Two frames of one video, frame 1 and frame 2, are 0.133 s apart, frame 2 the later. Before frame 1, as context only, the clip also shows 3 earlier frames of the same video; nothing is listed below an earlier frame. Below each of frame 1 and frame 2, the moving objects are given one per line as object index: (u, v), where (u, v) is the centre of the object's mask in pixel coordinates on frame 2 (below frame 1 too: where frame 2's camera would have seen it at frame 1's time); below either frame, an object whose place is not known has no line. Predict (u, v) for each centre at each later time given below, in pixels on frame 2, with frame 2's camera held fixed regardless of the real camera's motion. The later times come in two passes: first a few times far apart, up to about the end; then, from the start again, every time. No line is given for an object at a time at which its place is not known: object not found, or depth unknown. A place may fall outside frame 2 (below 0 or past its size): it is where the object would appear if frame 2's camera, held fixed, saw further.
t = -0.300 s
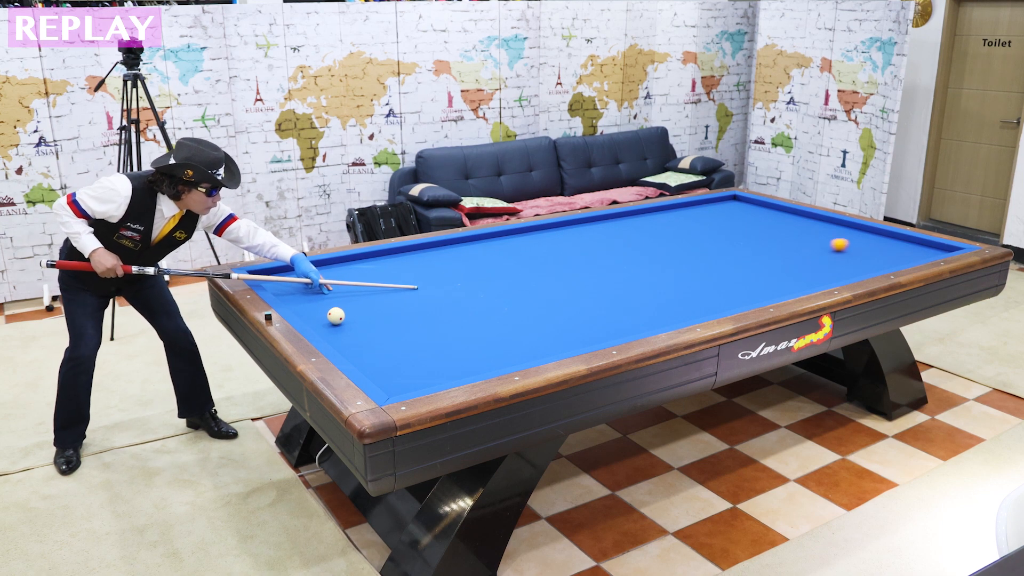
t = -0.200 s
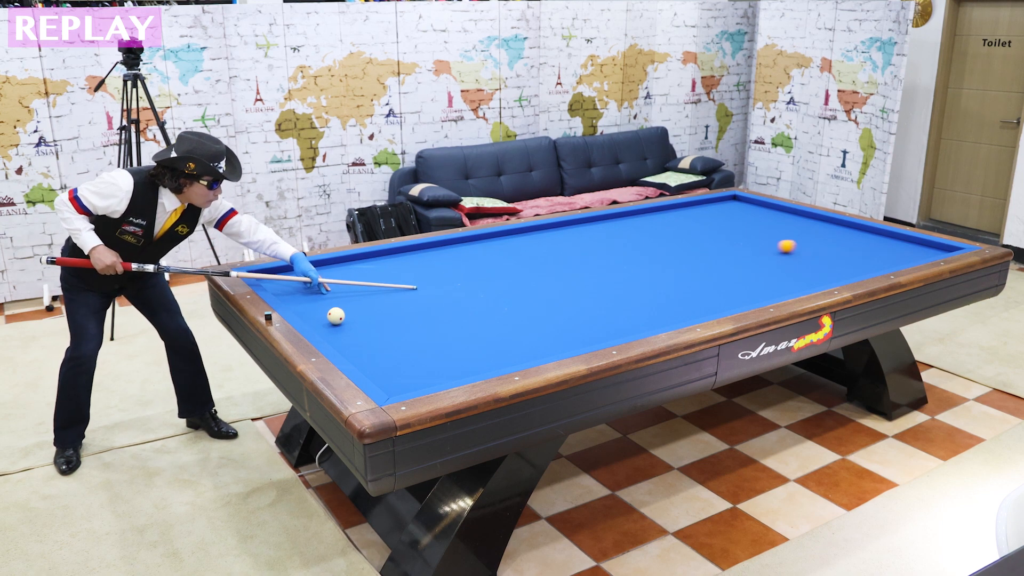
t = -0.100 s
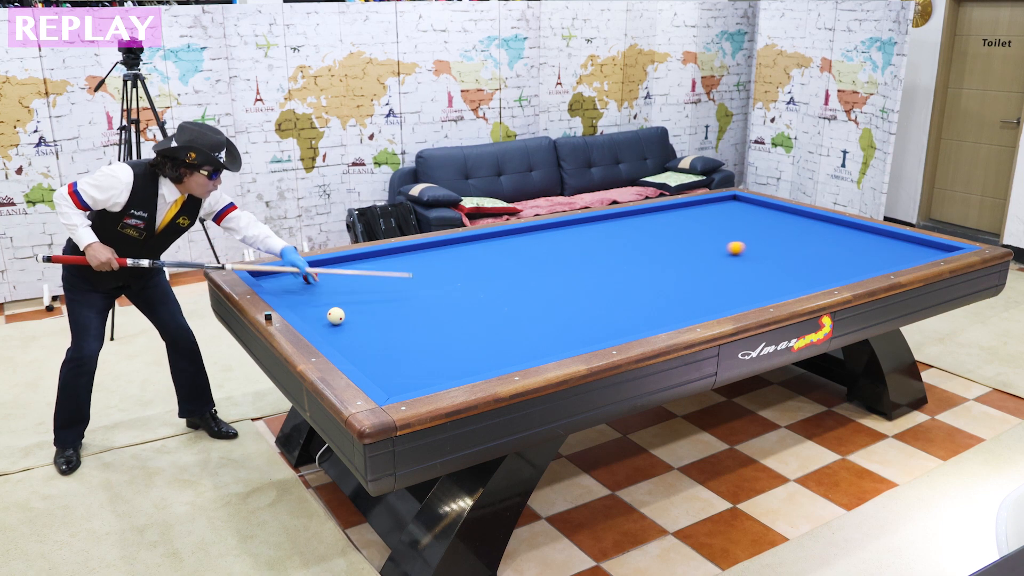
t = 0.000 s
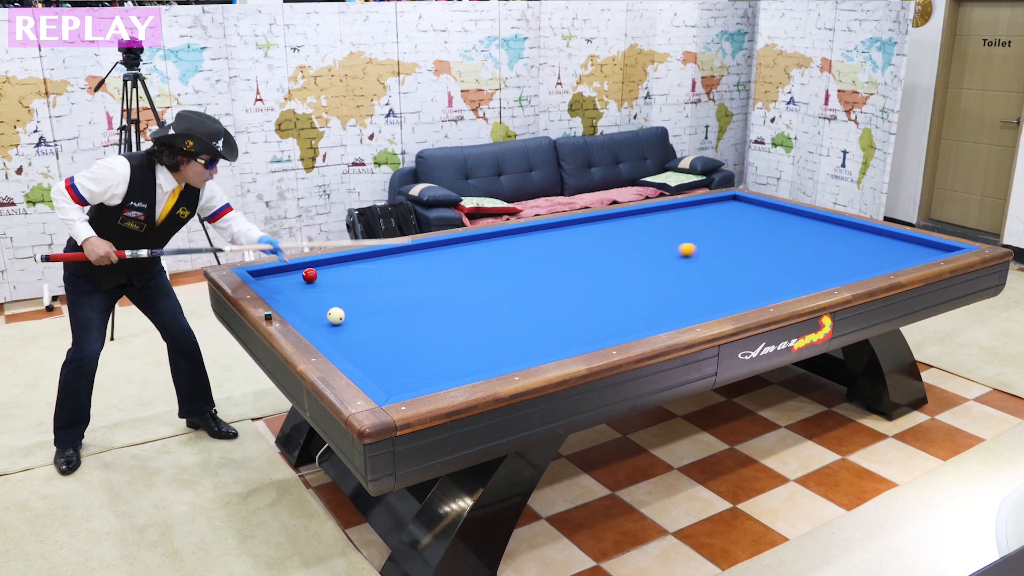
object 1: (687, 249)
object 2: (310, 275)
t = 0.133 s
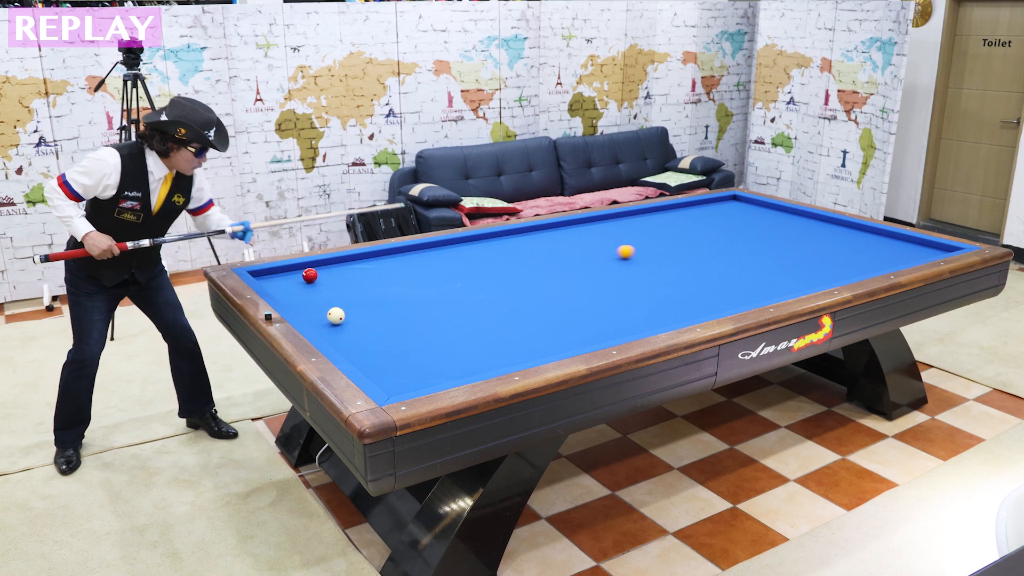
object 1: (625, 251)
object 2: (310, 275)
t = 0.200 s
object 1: (596, 252)
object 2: (310, 275)
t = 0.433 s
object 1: (494, 256)
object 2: (310, 275)
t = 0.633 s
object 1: (405, 260)
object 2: (310, 275)
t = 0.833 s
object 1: (315, 263)
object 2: (310, 275)
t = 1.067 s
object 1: (285, 278)
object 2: (310, 275)
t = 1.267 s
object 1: (310, 285)
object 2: (344, 268)
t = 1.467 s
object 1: (324, 294)
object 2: (375, 261)
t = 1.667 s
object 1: (339, 302)
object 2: (404, 255)
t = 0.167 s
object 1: (611, 252)
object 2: (310, 275)
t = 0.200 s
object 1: (596, 252)
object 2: (310, 275)
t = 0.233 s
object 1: (582, 253)
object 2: (310, 275)
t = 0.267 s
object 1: (567, 253)
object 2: (310, 275)
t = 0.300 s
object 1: (553, 254)
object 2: (310, 275)
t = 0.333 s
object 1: (538, 255)
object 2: (310, 275)
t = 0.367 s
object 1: (523, 255)
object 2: (310, 275)
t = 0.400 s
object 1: (509, 256)
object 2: (310, 275)
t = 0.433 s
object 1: (494, 256)
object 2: (310, 275)
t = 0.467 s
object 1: (479, 257)
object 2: (310, 275)
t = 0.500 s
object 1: (464, 257)
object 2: (310, 275)
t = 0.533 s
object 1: (450, 258)
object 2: (310, 275)
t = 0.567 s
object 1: (434, 258)
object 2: (310, 275)
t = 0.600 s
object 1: (420, 259)
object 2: (310, 275)
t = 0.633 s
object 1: (405, 260)
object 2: (310, 275)
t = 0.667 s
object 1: (390, 260)
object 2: (310, 275)
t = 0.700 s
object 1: (375, 261)
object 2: (310, 275)
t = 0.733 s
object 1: (359, 261)
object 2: (310, 275)
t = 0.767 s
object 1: (345, 262)
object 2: (310, 275)
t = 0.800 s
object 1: (330, 262)
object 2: (310, 275)
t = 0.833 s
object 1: (315, 263)
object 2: (310, 275)
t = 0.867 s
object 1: (303, 265)
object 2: (310, 275)
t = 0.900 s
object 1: (293, 269)
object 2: (310, 275)
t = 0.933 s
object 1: (283, 272)
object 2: (310, 275)
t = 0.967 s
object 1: (272, 275)
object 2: (310, 275)
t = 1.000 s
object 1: (262, 277)
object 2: (310, 275)
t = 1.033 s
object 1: (272, 278)
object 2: (310, 275)
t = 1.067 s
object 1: (285, 278)
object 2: (310, 275)
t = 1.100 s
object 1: (296, 278)
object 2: (310, 275)
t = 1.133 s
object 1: (300, 279)
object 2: (317, 273)
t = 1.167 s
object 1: (303, 281)
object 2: (324, 271)
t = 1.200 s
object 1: (306, 282)
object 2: (331, 270)
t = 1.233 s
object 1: (308, 284)
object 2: (338, 269)
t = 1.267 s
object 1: (310, 285)
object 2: (344, 268)
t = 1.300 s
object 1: (312, 287)
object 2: (349, 266)
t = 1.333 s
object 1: (315, 288)
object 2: (354, 265)
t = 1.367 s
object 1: (317, 290)
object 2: (360, 264)
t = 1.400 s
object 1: (319, 291)
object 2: (365, 263)
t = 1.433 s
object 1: (322, 293)
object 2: (370, 262)
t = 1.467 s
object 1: (324, 294)
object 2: (375, 261)
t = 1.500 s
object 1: (326, 296)
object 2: (380, 260)
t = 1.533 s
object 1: (329, 297)
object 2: (385, 259)
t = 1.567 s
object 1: (331, 299)
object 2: (390, 258)
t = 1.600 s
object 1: (334, 300)
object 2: (394, 257)
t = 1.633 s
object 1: (336, 301)
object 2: (399, 256)
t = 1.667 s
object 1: (339, 302)
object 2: (404, 255)
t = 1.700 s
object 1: (342, 304)
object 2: (408, 254)
